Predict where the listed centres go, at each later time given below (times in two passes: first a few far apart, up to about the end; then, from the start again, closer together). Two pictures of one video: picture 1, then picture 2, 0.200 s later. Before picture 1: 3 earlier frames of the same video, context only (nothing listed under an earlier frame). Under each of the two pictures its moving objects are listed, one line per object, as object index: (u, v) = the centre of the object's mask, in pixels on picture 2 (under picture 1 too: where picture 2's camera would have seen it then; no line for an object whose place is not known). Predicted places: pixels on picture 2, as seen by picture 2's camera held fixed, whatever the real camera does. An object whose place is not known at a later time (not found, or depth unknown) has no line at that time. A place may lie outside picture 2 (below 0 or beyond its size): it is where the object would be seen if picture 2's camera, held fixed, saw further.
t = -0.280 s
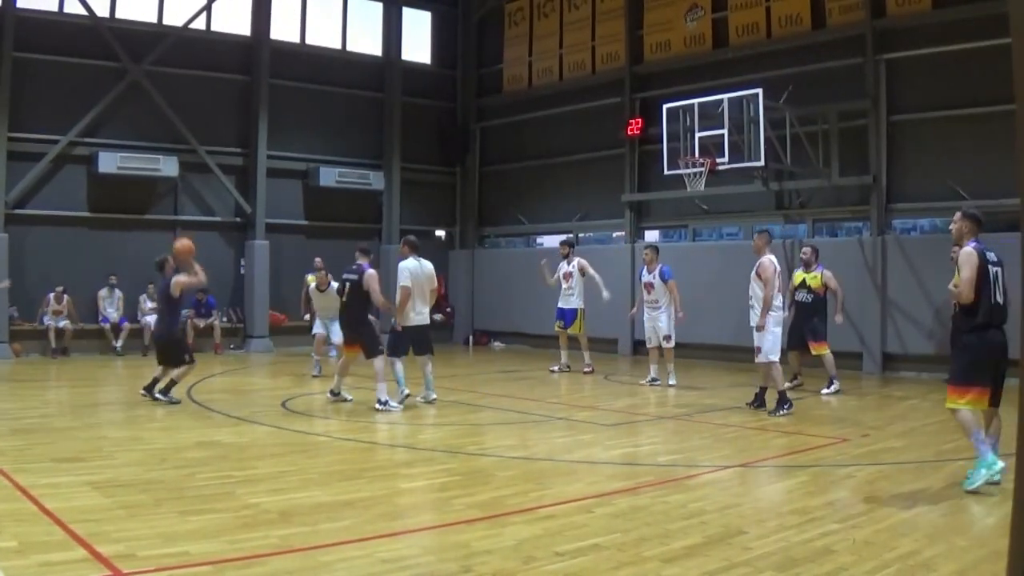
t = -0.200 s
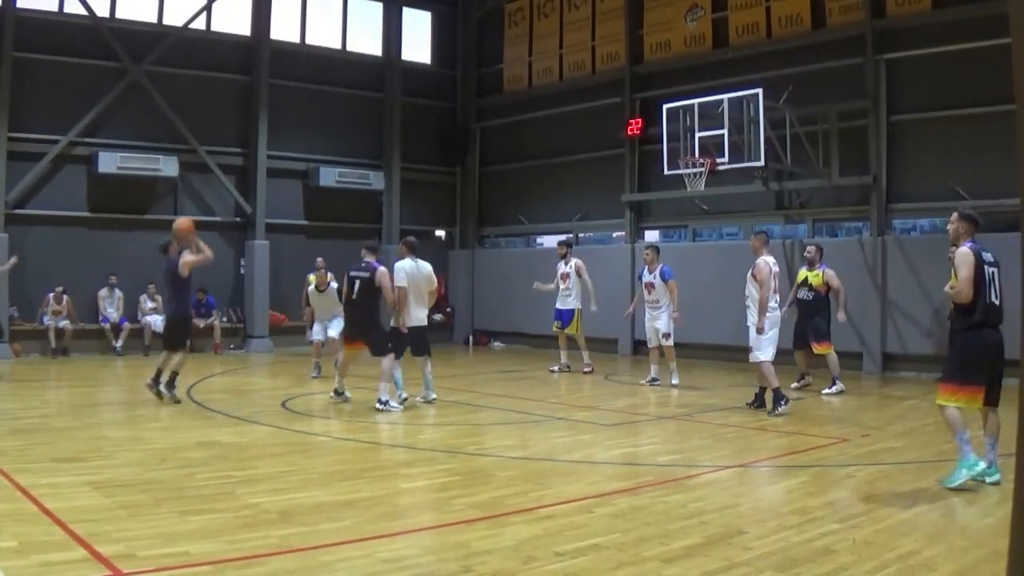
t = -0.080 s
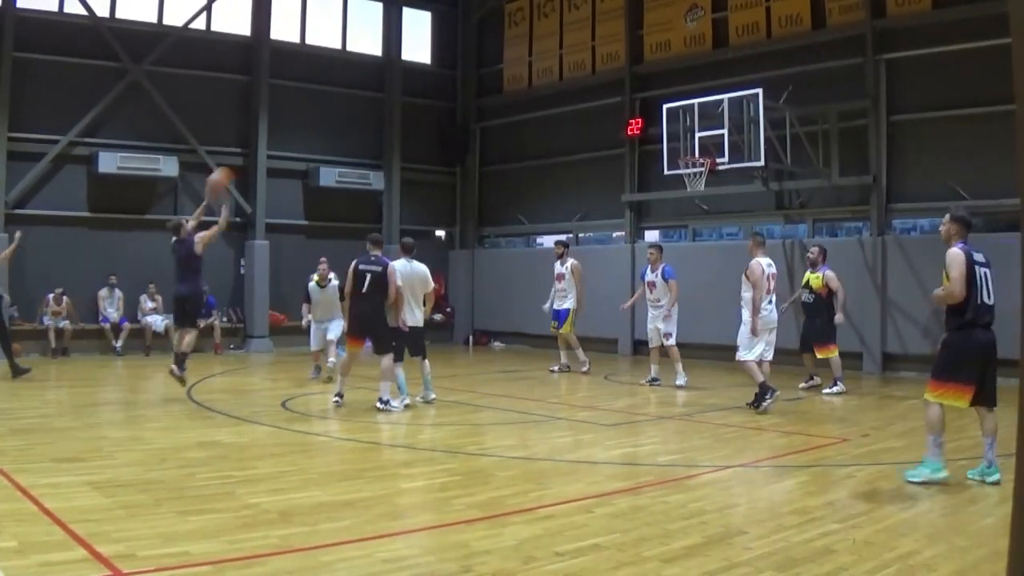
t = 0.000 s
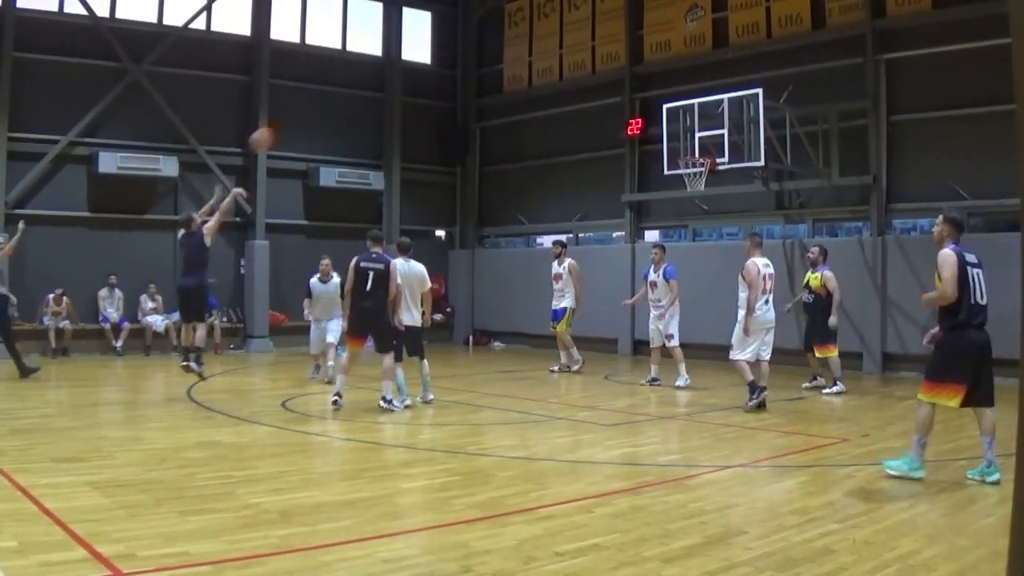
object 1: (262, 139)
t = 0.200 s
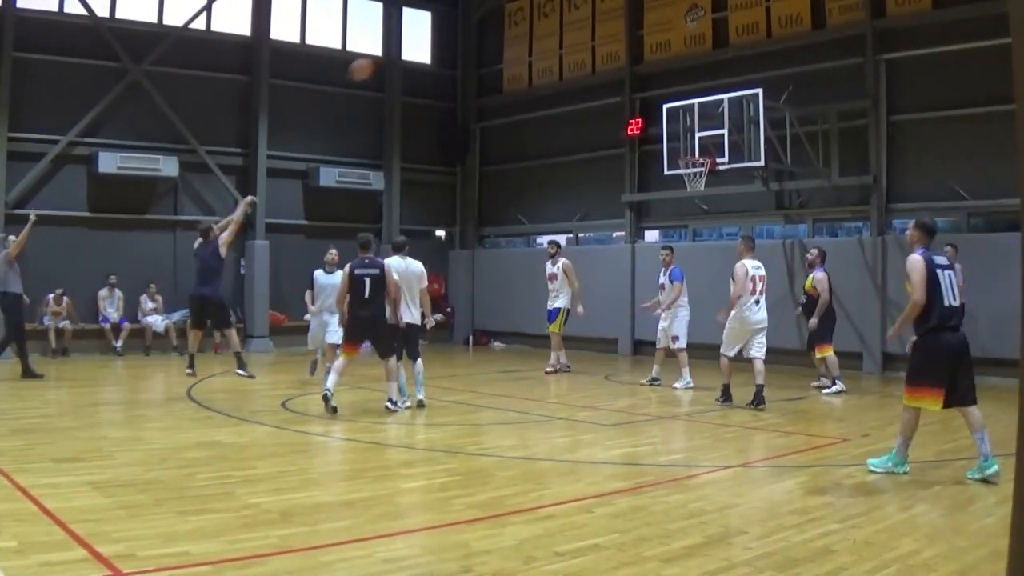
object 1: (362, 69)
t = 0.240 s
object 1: (382, 60)
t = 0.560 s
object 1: (517, 34)
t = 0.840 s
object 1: (619, 74)
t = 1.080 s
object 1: (698, 148)
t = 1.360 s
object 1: (654, 95)
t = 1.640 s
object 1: (597, 83)
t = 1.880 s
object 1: (540, 125)
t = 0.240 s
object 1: (382, 60)
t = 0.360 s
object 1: (436, 40)
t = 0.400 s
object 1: (451, 36)
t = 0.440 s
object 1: (468, 34)
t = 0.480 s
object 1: (484, 32)
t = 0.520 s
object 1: (500, 32)
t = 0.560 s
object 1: (517, 34)
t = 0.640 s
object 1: (547, 40)
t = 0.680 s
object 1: (562, 44)
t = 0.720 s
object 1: (577, 46)
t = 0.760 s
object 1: (592, 57)
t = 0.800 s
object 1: (605, 65)
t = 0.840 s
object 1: (619, 74)
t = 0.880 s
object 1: (632, 84)
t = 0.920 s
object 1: (646, 95)
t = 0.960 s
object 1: (657, 106)
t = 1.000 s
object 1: (672, 119)
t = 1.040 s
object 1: (684, 133)
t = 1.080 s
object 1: (698, 148)
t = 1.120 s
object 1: (697, 147)
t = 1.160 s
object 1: (690, 136)
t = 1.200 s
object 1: (683, 125)
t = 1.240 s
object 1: (677, 117)
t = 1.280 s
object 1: (669, 108)
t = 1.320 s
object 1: (661, 100)
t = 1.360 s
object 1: (654, 95)
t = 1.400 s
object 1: (647, 90)
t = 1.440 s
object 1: (639, 86)
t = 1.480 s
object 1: (631, 83)
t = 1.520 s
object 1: (623, 81)
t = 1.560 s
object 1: (615, 81)
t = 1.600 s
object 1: (606, 81)
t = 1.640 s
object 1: (597, 83)
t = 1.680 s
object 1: (588, 86)
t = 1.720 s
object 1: (579, 91)
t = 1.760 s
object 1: (569, 98)
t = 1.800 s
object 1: (560, 105)
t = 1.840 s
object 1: (550, 114)
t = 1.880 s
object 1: (540, 125)
